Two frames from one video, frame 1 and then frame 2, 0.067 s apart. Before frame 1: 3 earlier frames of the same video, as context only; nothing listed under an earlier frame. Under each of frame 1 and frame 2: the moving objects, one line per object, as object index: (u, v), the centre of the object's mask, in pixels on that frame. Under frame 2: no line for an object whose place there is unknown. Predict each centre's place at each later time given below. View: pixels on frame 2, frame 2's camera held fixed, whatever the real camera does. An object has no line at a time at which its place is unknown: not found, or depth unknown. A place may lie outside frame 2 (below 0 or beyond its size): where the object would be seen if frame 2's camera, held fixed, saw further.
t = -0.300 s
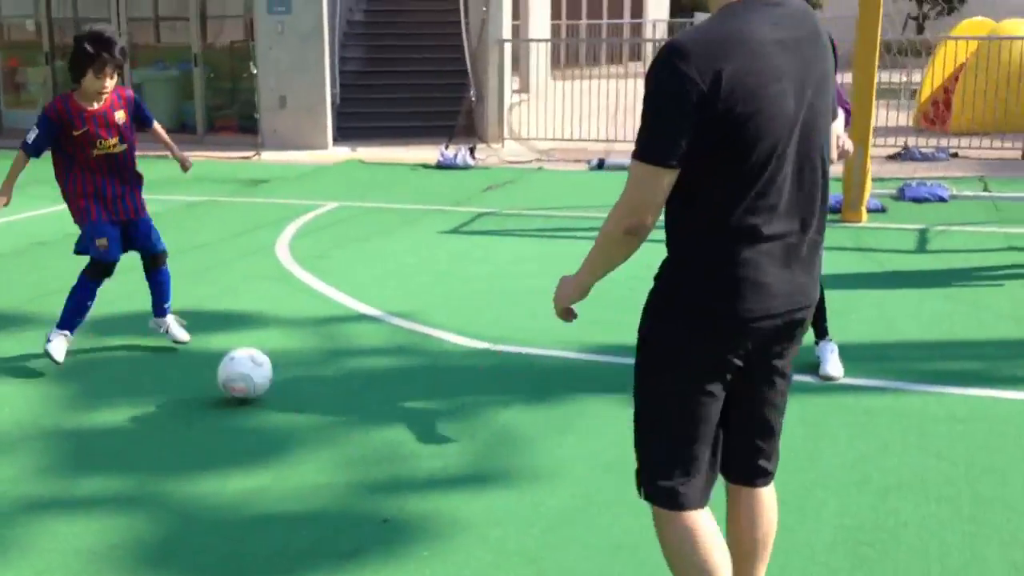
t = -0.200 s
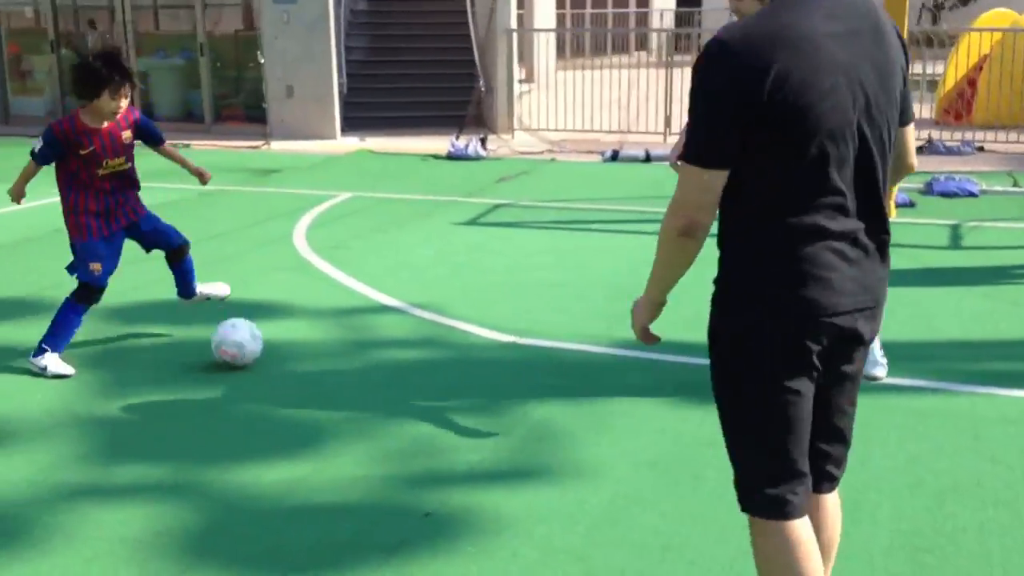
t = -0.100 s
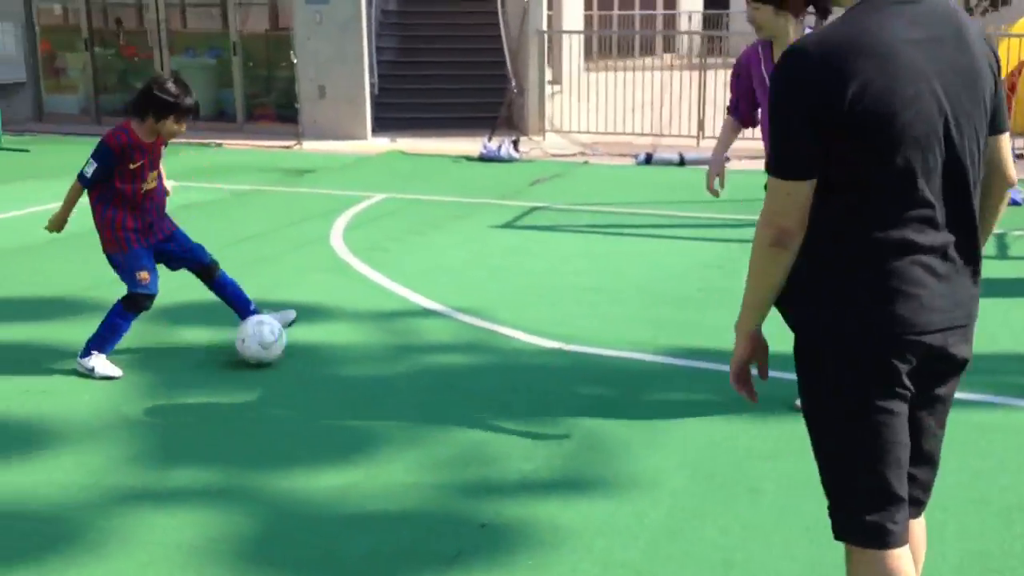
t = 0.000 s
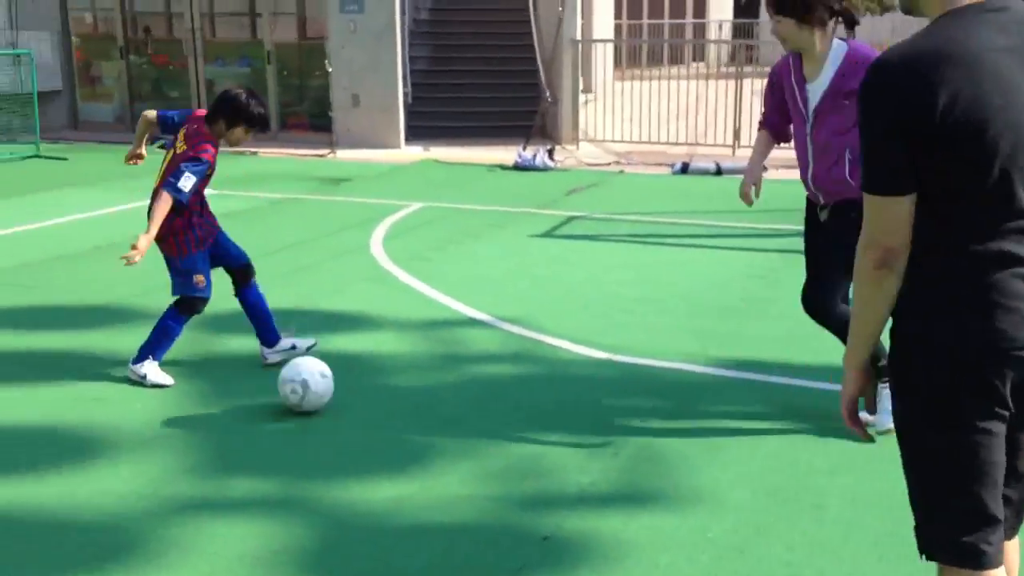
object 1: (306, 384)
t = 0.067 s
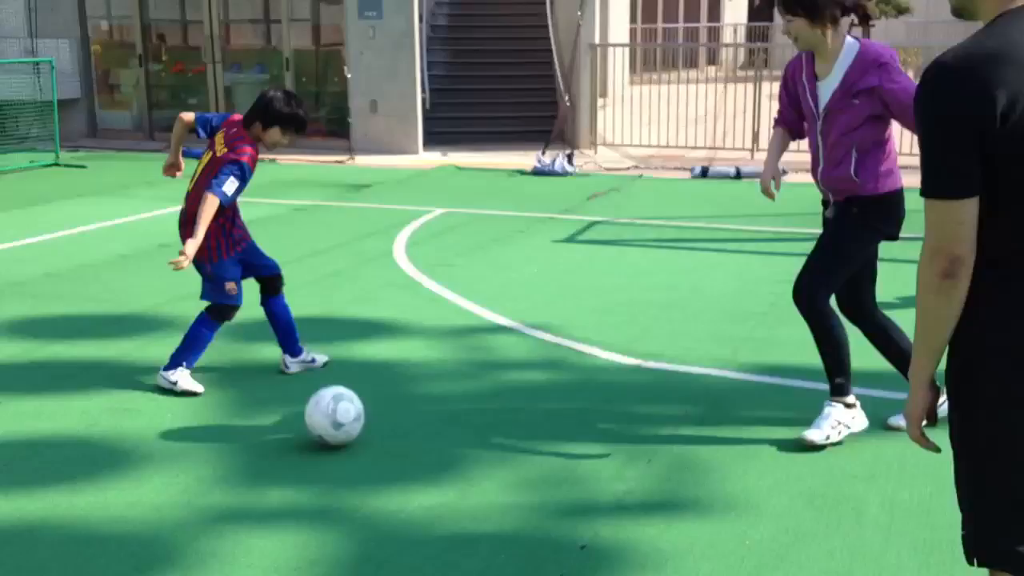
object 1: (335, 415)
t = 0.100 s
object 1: (333, 432)
